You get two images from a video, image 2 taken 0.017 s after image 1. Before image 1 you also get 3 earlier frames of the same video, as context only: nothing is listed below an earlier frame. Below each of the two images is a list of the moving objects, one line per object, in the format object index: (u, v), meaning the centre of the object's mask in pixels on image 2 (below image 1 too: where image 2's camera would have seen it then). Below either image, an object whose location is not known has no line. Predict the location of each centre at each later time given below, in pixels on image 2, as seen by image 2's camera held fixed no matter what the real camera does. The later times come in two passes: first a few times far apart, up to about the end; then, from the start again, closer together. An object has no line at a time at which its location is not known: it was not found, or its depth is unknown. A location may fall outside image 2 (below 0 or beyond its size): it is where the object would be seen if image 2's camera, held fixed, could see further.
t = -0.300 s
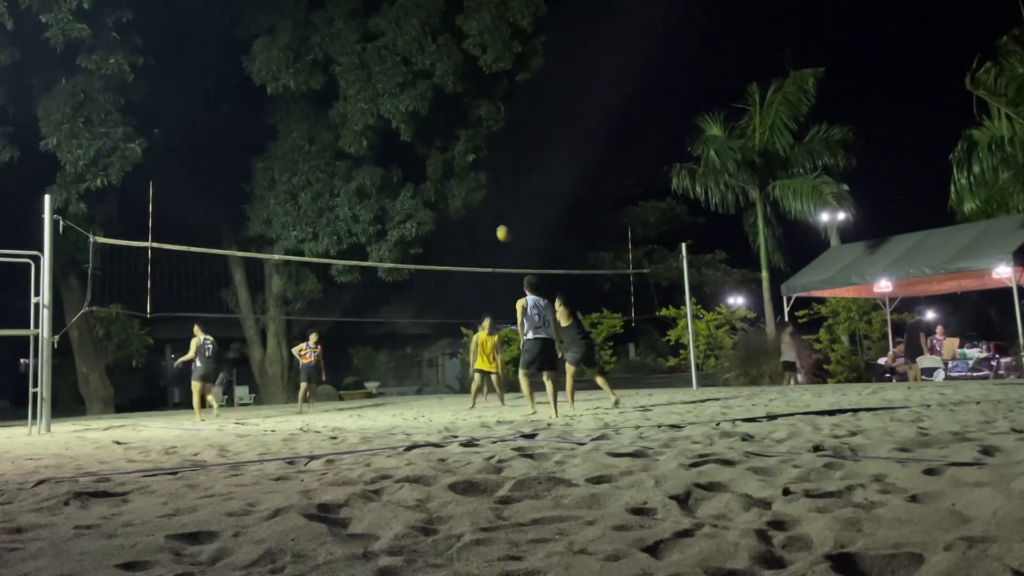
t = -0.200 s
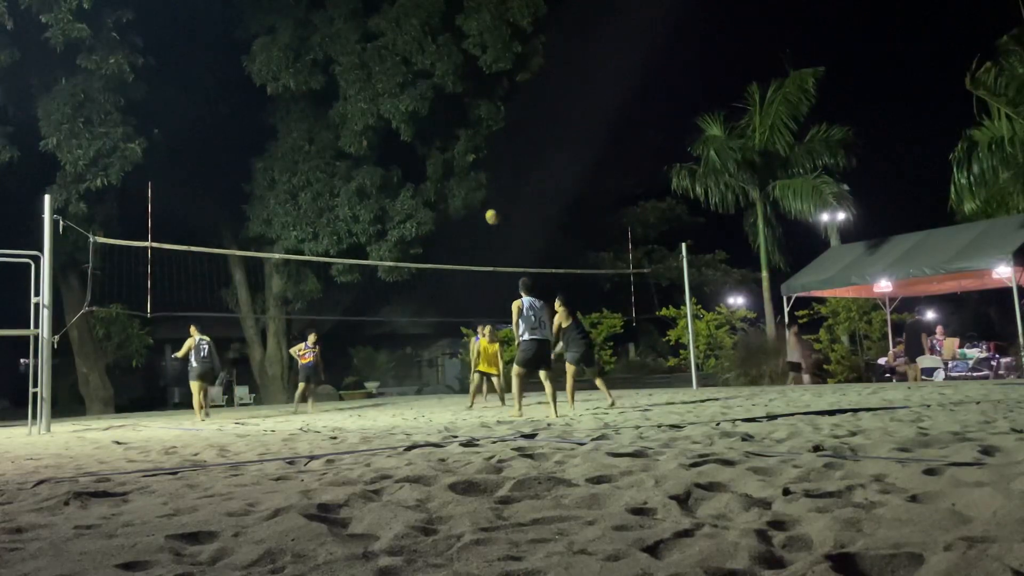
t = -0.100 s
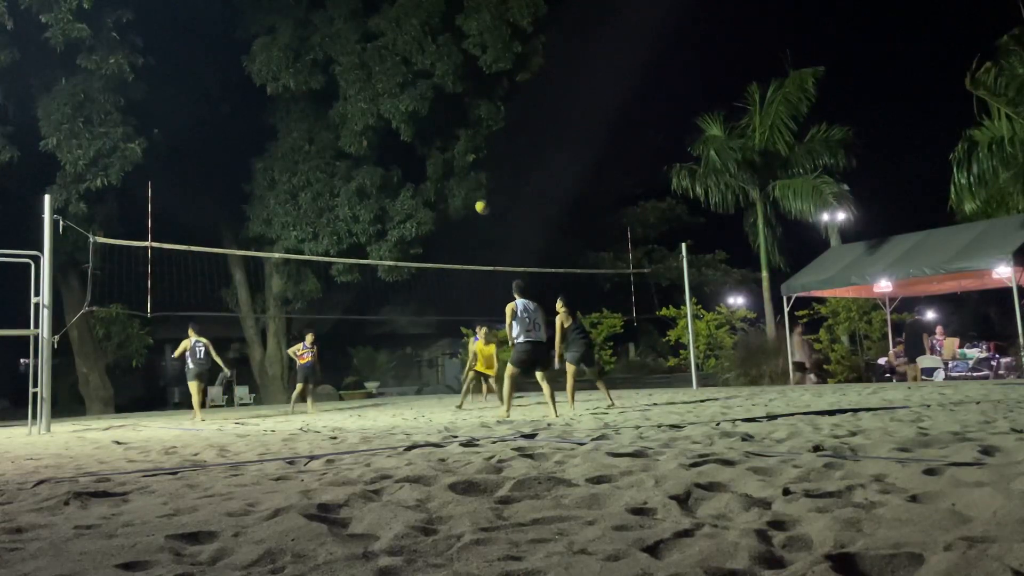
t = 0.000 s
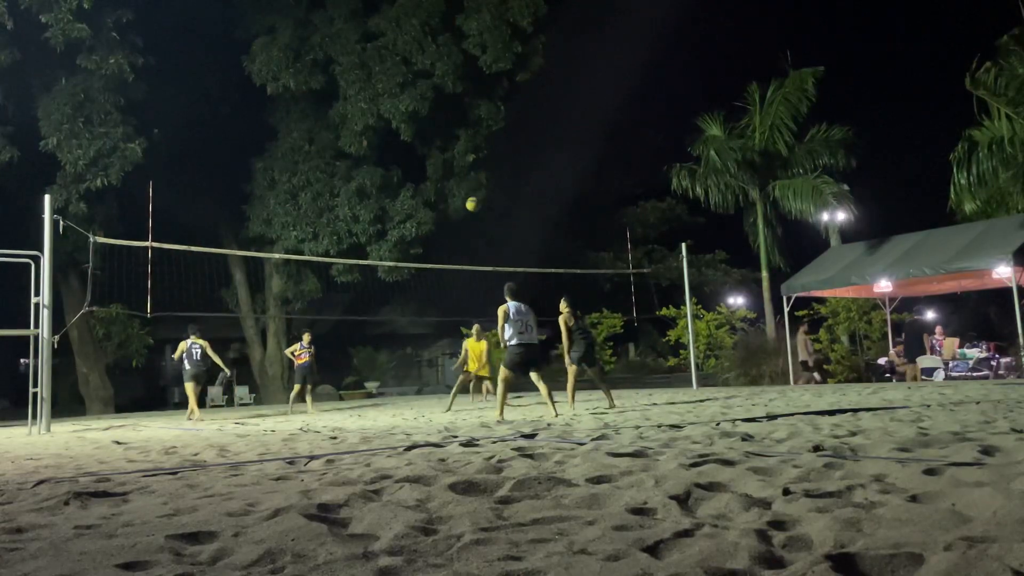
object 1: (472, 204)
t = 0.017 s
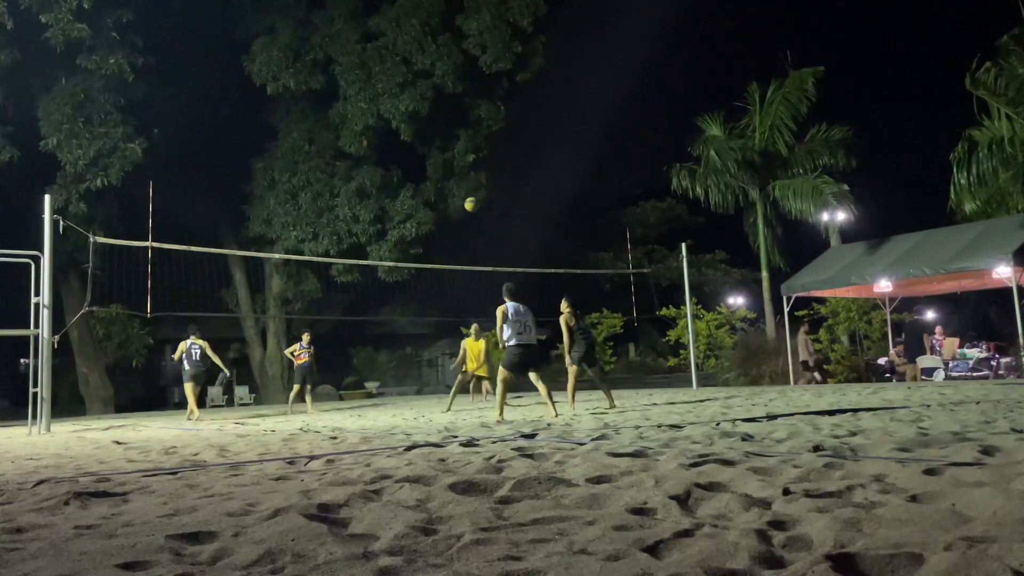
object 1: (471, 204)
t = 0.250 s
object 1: (450, 225)
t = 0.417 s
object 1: (438, 259)
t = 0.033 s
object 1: (469, 204)
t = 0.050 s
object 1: (468, 205)
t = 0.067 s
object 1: (466, 206)
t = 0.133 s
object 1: (460, 211)
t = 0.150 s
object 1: (459, 212)
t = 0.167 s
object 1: (457, 214)
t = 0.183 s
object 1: (456, 216)
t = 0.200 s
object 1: (454, 218)
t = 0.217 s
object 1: (453, 220)
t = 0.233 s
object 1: (452, 222)
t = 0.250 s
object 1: (450, 225)
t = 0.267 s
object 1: (449, 227)
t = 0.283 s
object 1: (448, 230)
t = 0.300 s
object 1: (447, 233)
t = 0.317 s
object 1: (445, 237)
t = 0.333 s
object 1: (444, 240)
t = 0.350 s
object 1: (443, 244)
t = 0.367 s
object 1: (441, 248)
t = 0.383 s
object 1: (440, 252)
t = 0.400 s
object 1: (439, 256)
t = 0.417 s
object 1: (438, 259)
